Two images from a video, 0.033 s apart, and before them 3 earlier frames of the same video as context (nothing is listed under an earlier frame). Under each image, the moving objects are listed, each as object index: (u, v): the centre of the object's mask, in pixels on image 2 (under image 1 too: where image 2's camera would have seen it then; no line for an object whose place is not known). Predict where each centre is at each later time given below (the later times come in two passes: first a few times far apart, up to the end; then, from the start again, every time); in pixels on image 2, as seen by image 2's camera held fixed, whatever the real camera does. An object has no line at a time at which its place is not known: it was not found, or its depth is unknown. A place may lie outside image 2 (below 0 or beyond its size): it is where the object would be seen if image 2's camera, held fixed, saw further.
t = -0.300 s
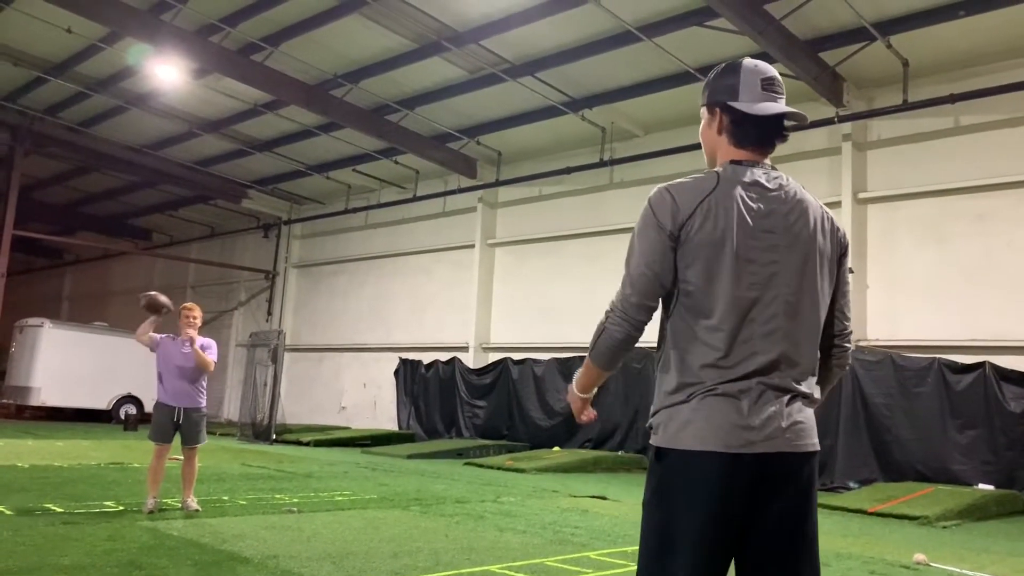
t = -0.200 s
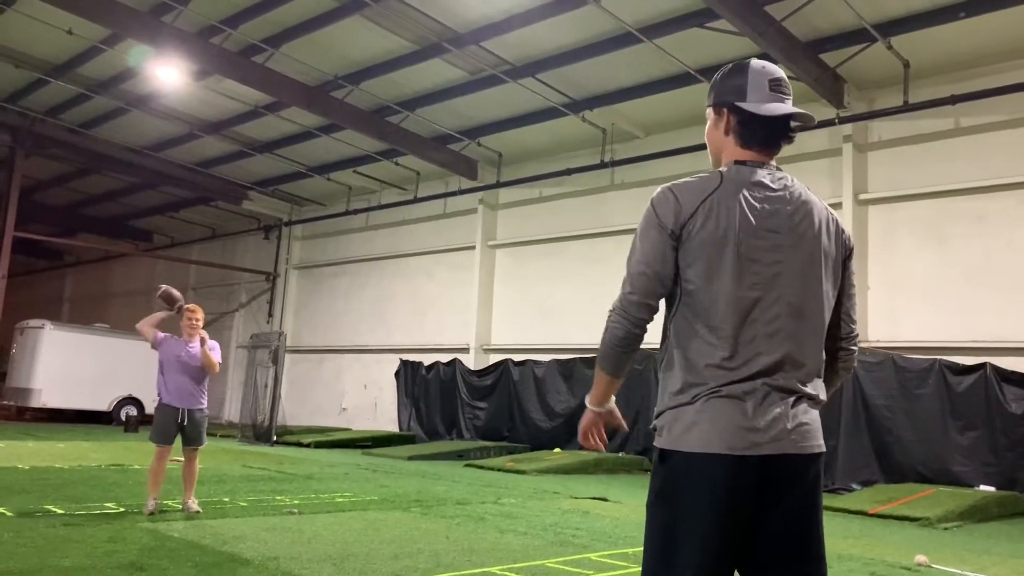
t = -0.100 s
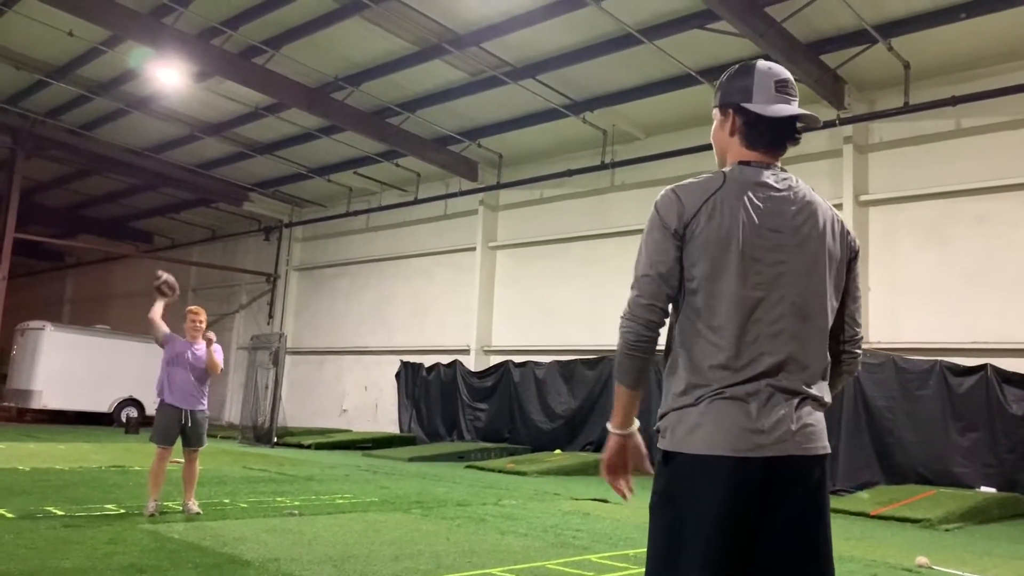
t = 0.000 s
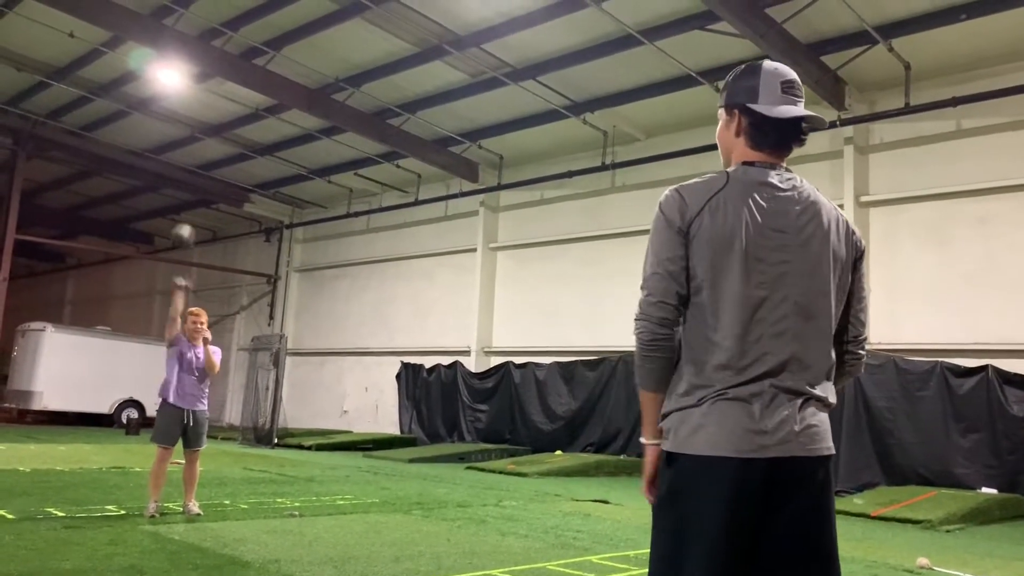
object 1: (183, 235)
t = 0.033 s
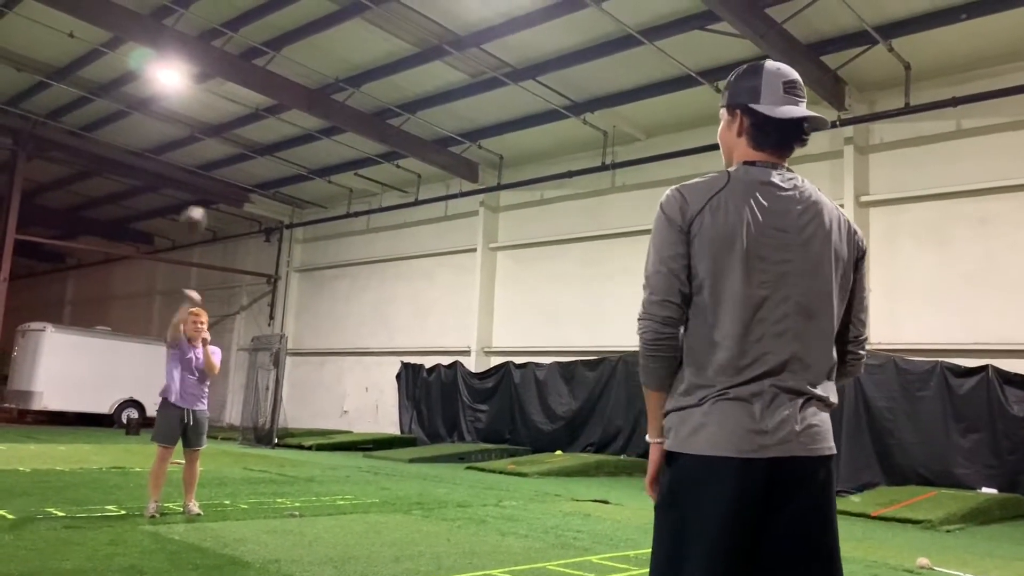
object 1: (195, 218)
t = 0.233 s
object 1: (271, 126)
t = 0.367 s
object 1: (340, 73)
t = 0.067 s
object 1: (206, 201)
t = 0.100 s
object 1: (217, 187)
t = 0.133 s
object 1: (229, 170)
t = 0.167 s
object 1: (242, 154)
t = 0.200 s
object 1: (257, 139)
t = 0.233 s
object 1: (271, 126)
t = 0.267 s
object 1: (287, 110)
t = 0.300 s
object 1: (302, 98)
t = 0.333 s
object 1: (320, 83)
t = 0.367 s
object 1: (340, 73)
